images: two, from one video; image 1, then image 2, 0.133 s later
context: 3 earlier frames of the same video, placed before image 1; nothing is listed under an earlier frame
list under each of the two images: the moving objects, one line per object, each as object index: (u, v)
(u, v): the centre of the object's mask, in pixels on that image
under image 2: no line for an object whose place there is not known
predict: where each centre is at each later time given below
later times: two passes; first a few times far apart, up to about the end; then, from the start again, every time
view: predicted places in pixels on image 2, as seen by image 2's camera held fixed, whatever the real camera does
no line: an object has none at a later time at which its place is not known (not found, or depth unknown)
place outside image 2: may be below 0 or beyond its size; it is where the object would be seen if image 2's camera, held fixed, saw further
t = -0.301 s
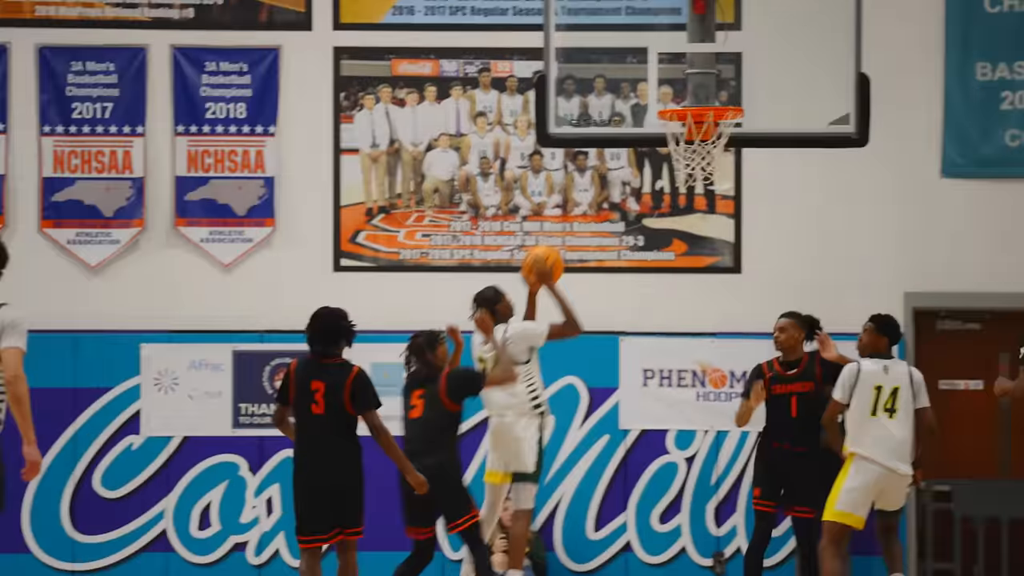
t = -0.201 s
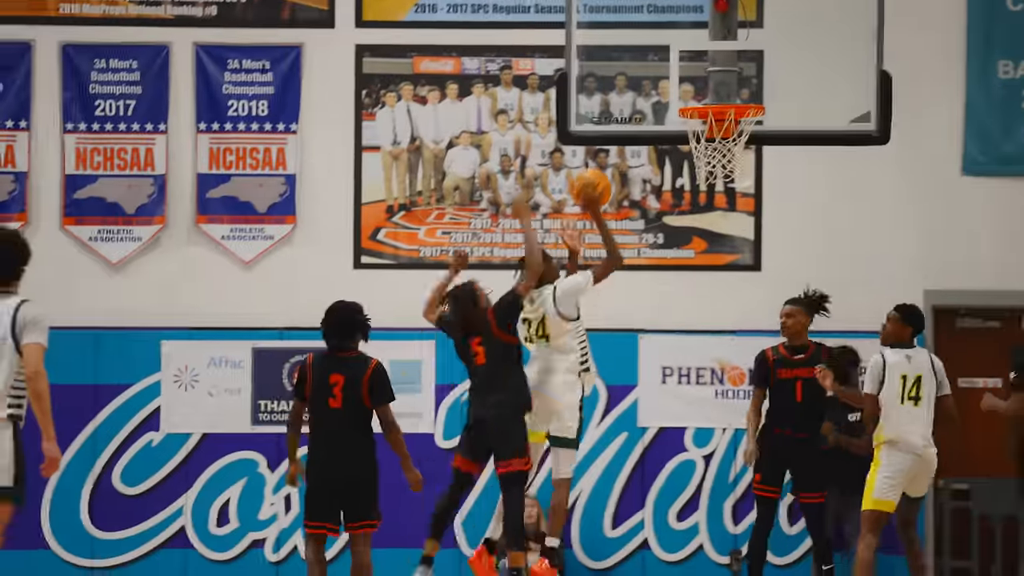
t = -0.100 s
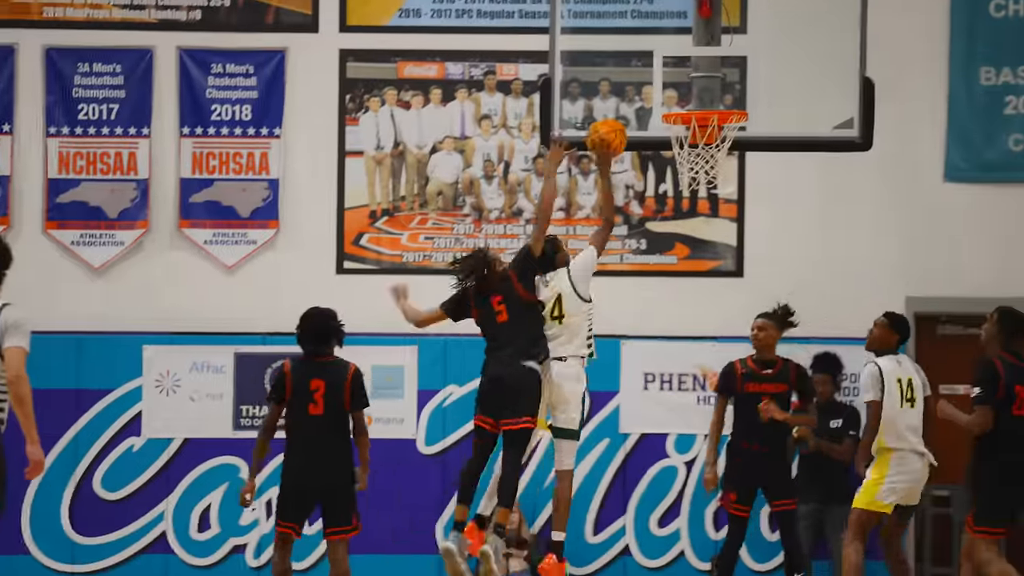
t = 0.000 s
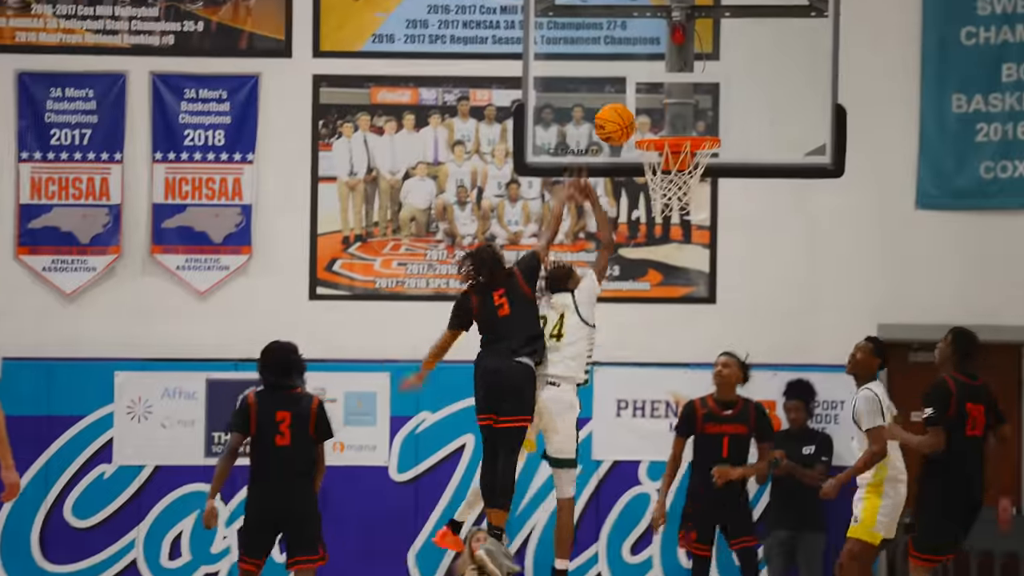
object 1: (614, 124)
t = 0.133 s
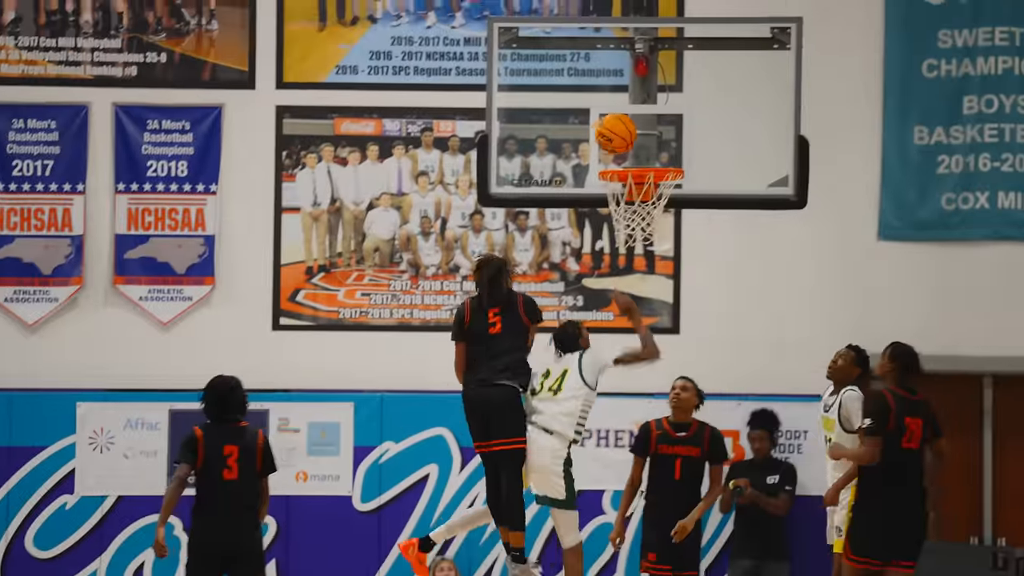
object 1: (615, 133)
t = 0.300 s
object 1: (649, 153)
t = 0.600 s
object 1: (655, 216)
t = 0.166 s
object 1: (623, 135)
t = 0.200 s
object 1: (629, 137)
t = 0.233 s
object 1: (636, 142)
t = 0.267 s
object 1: (642, 148)
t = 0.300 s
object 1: (649, 153)
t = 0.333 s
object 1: (654, 158)
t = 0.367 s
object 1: (665, 180)
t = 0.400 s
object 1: (666, 191)
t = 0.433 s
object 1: (669, 198)
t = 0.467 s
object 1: (669, 202)
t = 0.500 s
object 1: (666, 206)
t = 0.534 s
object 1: (663, 209)
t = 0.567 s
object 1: (660, 212)
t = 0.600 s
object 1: (655, 216)
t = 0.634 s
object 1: (650, 221)
